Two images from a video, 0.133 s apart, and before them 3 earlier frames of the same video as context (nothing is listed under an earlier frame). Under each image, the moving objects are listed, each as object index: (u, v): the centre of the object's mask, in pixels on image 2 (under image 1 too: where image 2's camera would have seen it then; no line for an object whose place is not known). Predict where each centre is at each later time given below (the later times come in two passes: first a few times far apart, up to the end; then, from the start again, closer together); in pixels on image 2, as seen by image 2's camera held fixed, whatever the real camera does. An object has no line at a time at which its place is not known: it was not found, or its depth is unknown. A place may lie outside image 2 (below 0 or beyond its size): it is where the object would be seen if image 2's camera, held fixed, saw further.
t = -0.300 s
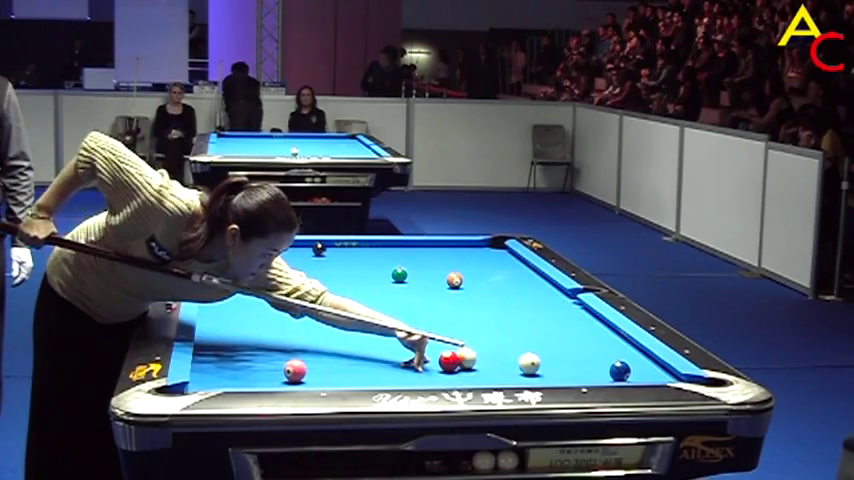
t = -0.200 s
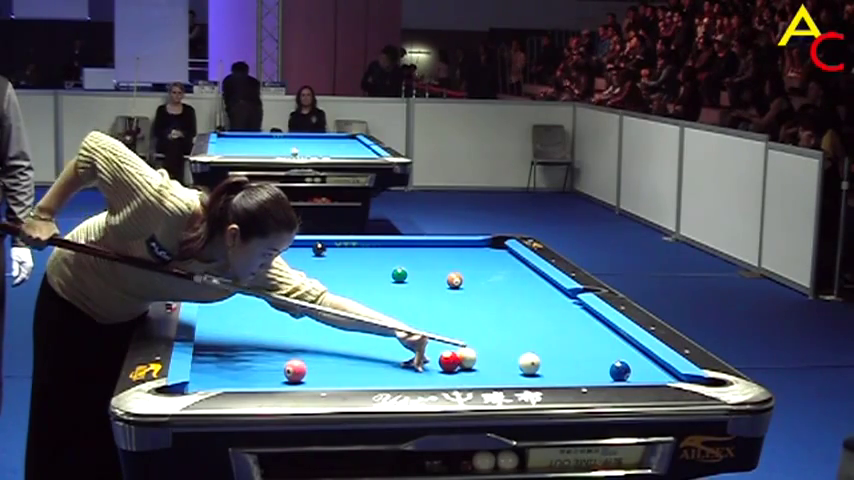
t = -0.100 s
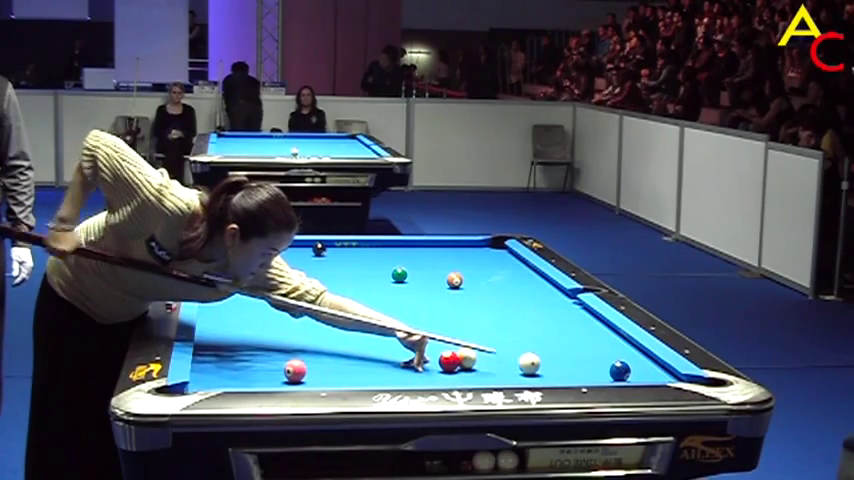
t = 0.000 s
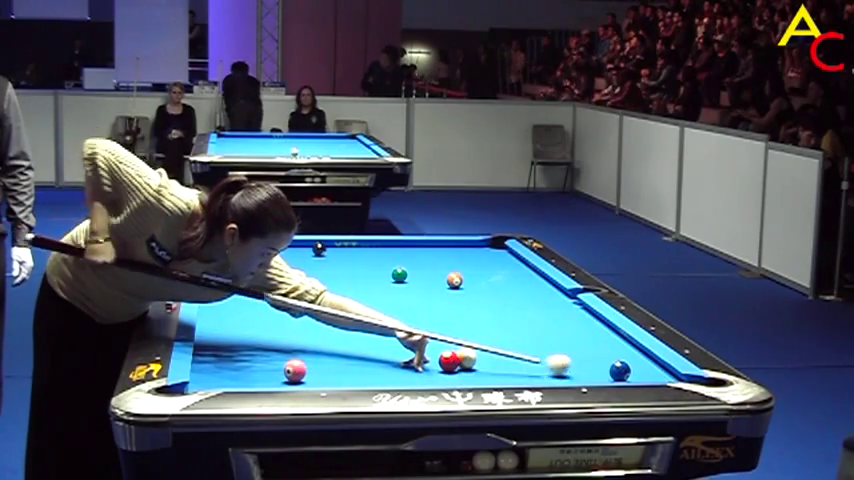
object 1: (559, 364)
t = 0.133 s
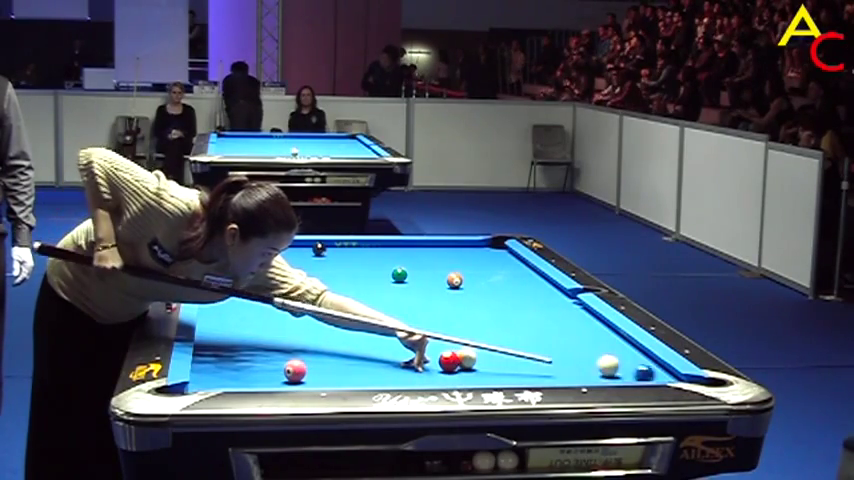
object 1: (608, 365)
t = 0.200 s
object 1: (621, 363)
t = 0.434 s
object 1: (641, 361)
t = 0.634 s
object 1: (618, 362)
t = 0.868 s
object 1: (591, 363)
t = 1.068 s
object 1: (570, 364)
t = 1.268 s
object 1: (549, 365)
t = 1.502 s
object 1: (526, 366)
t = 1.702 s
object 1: (506, 367)
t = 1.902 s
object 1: (488, 368)
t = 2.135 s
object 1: (468, 369)
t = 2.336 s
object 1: (452, 370)
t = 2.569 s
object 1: (434, 370)
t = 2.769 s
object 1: (420, 371)
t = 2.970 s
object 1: (406, 371)
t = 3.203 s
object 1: (392, 372)
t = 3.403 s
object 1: (381, 372)
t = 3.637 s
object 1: (370, 372)
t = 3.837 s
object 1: (362, 373)
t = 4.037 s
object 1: (354, 373)
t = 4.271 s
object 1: (346, 373)
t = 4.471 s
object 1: (341, 374)
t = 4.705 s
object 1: (335, 374)
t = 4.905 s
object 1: (332, 374)
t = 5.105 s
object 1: (330, 374)
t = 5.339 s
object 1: (330, 374)
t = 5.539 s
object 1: (329, 374)
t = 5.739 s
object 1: (330, 374)
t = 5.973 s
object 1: (330, 374)
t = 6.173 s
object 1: (330, 374)
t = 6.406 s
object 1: (330, 374)
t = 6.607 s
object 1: (329, 374)
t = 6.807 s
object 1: (329, 374)
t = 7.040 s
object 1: (329, 374)
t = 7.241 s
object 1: (330, 374)
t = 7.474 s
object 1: (329, 374)
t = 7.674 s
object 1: (329, 374)
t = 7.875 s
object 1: (329, 374)
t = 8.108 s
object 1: (330, 374)
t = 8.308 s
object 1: (330, 374)
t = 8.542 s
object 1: (329, 374)
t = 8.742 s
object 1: (330, 374)
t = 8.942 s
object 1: (330, 374)
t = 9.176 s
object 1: (329, 374)
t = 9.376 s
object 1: (330, 374)
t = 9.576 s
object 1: (329, 374)
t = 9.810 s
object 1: (330, 374)
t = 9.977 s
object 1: (330, 374)
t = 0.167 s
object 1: (614, 364)
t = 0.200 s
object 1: (621, 363)
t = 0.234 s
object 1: (628, 363)
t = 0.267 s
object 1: (635, 362)
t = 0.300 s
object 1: (642, 362)
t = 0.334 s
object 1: (649, 361)
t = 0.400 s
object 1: (645, 361)
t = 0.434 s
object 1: (641, 361)
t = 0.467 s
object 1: (637, 361)
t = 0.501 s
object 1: (633, 361)
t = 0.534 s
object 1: (630, 361)
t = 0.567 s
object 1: (625, 362)
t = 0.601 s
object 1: (622, 362)
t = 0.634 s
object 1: (618, 362)
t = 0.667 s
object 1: (614, 362)
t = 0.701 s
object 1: (610, 362)
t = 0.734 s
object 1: (606, 363)
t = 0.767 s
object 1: (603, 363)
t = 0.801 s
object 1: (599, 363)
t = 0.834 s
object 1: (595, 363)
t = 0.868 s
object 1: (591, 363)
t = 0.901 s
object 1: (588, 363)
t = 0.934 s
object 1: (584, 364)
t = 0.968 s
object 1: (581, 364)
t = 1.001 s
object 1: (577, 364)
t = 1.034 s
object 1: (573, 364)
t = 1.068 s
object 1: (570, 364)
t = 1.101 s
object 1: (566, 364)
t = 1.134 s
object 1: (562, 365)
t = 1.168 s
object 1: (559, 365)
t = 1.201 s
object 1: (555, 365)
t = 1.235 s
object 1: (552, 365)
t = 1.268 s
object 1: (549, 365)
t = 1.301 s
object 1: (545, 365)
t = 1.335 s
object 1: (542, 365)
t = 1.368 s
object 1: (539, 366)
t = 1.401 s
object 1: (535, 366)
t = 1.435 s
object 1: (532, 366)
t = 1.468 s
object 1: (529, 366)
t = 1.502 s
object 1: (526, 366)
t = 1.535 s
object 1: (522, 366)
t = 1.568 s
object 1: (519, 366)
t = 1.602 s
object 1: (516, 367)
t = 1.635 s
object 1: (513, 367)
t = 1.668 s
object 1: (509, 367)
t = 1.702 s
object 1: (506, 367)
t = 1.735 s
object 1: (503, 367)
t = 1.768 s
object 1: (500, 367)
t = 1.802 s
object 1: (497, 367)
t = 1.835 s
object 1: (494, 368)
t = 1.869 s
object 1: (491, 368)
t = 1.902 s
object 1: (488, 368)
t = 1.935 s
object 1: (485, 368)
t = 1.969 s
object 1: (482, 368)
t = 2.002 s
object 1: (479, 368)
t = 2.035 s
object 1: (476, 368)
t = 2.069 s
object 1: (473, 369)
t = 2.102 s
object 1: (471, 369)
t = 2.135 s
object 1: (468, 369)
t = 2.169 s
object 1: (465, 369)
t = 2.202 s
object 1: (462, 369)
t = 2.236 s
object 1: (459, 369)
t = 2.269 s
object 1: (457, 369)
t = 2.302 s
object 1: (454, 369)
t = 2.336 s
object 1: (452, 370)
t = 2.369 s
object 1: (449, 370)
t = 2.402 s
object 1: (447, 370)
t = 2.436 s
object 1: (444, 370)
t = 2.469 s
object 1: (441, 370)
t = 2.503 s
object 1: (439, 370)
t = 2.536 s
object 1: (436, 370)
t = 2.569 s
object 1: (434, 370)
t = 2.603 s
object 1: (431, 370)
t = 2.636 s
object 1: (429, 370)
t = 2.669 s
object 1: (427, 371)
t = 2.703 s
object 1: (425, 371)
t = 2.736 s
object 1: (422, 371)
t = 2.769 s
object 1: (420, 371)
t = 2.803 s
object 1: (417, 371)
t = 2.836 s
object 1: (415, 371)
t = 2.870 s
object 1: (413, 371)
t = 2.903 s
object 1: (411, 371)
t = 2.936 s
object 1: (409, 371)
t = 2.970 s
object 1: (406, 371)
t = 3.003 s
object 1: (404, 371)
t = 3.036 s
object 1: (402, 372)
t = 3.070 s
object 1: (400, 372)
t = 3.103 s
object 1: (398, 372)
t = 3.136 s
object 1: (396, 372)
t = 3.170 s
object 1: (394, 372)
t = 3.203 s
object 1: (392, 372)
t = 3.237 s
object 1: (390, 372)
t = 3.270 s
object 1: (389, 372)
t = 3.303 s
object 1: (387, 372)
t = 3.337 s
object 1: (385, 372)
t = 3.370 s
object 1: (383, 372)
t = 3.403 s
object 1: (381, 372)
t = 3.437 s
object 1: (380, 372)
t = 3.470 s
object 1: (378, 372)
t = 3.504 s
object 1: (377, 372)
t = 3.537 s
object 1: (375, 372)
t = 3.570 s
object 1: (373, 372)
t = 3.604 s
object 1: (372, 372)
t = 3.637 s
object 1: (370, 372)
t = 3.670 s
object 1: (369, 373)
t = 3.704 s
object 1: (367, 373)
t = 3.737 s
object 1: (366, 373)
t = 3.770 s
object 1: (364, 373)
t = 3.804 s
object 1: (363, 373)
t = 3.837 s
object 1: (362, 373)
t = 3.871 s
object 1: (360, 373)
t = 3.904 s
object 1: (359, 373)
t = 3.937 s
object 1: (358, 373)
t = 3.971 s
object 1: (356, 373)
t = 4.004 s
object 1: (355, 373)
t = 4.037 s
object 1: (354, 373)
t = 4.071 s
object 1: (353, 373)
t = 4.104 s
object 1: (351, 373)
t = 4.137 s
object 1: (350, 373)
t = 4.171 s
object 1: (349, 373)
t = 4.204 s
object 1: (348, 373)
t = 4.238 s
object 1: (347, 373)
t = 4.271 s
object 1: (346, 373)
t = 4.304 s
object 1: (345, 374)
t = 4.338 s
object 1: (344, 374)
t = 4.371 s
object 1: (343, 374)
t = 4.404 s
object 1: (343, 374)
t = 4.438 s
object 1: (341, 374)
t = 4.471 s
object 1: (341, 374)
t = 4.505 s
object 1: (340, 374)
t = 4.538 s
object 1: (339, 374)
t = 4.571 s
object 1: (338, 374)
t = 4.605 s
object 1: (338, 374)
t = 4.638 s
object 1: (337, 374)
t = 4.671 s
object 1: (336, 374)
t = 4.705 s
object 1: (335, 374)
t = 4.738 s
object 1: (335, 374)
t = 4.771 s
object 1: (334, 374)
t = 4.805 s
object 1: (333, 374)
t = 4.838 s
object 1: (333, 374)
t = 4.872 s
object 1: (333, 374)
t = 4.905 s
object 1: (332, 374)
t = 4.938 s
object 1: (332, 374)
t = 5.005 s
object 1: (331, 374)
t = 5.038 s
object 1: (331, 374)
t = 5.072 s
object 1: (330, 374)
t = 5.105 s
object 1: (330, 374)
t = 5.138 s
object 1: (330, 374)
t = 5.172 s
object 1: (330, 374)
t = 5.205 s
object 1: (330, 374)
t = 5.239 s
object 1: (330, 374)
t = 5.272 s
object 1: (330, 374)
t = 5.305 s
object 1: (330, 374)
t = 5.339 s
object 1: (330, 374)
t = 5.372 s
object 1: (330, 374)
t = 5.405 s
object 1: (330, 374)
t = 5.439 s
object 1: (329, 374)
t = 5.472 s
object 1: (329, 374)
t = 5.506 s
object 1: (329, 374)
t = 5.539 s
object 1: (329, 374)
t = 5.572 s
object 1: (329, 374)
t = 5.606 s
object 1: (330, 374)
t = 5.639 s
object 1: (329, 374)
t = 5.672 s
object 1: (330, 374)
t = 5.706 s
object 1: (330, 374)
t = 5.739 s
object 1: (330, 374)
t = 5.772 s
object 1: (330, 374)
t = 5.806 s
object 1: (330, 374)
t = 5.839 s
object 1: (330, 374)
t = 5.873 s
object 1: (330, 374)
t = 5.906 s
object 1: (329, 374)
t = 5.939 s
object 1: (330, 374)
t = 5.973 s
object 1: (330, 374)
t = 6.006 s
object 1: (330, 374)
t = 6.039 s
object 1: (330, 374)
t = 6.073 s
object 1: (330, 374)
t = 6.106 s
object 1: (330, 374)
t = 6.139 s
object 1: (330, 374)
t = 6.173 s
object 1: (330, 374)
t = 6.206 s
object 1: (330, 374)
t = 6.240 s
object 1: (329, 374)
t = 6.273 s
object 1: (330, 374)
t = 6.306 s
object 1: (330, 374)
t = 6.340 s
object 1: (330, 374)
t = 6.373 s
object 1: (329, 374)
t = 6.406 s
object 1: (330, 374)
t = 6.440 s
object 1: (330, 374)
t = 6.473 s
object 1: (330, 374)
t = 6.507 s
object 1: (330, 374)
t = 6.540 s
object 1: (330, 374)
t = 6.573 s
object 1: (330, 374)
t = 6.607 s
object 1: (329, 374)
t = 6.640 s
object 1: (330, 374)
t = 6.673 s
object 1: (329, 374)
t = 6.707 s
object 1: (330, 374)
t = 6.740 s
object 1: (329, 374)
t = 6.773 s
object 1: (330, 374)
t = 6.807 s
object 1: (329, 374)
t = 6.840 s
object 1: (330, 374)
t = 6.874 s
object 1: (330, 374)
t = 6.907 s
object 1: (329, 374)
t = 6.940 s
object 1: (330, 374)
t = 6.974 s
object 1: (330, 374)
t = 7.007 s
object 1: (330, 374)
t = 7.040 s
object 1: (329, 374)
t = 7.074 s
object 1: (330, 374)
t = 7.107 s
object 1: (330, 374)
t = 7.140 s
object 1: (329, 374)
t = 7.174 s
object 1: (329, 374)
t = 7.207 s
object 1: (329, 374)
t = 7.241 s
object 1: (330, 374)
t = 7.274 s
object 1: (329, 374)
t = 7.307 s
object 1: (330, 374)
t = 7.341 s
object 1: (330, 374)
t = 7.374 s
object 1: (329, 374)
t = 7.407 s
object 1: (330, 374)
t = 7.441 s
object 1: (329, 374)
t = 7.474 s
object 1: (329, 374)
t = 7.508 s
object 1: (329, 374)
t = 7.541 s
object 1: (330, 374)
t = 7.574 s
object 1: (330, 374)
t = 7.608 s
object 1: (329, 374)
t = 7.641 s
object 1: (329, 374)
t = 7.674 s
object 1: (329, 374)
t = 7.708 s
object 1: (329, 374)
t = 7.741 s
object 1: (329, 374)
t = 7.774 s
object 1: (329, 374)
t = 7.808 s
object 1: (329, 374)
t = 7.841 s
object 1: (329, 374)
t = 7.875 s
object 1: (329, 374)
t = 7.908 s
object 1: (329, 374)
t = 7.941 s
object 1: (330, 374)
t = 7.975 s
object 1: (329, 374)
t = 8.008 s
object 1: (329, 374)
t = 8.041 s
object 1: (329, 374)
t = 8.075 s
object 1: (329, 374)
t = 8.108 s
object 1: (330, 374)
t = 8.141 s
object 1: (329, 374)
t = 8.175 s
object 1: (329, 374)
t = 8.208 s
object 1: (329, 374)
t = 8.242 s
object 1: (330, 374)
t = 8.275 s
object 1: (329, 374)
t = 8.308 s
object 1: (330, 374)
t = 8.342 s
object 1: (329, 374)
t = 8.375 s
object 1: (329, 374)
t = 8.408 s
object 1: (329, 374)
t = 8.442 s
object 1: (330, 374)
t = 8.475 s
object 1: (329, 374)
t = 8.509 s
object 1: (330, 374)
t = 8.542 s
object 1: (329, 374)
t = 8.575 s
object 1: (330, 374)
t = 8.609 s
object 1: (329, 374)
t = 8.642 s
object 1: (330, 374)
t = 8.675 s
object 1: (330, 374)
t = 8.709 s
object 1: (329, 374)
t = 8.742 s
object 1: (330, 374)
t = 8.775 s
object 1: (330, 374)
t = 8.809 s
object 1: (330, 374)
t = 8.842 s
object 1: (330, 374)
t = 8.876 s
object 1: (330, 374)
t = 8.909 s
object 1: (330, 374)
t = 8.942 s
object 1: (330, 374)
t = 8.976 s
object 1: (330, 374)
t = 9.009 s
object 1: (330, 374)
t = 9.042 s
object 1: (330, 374)
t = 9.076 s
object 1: (330, 374)
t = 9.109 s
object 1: (330, 374)
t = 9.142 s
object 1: (330, 374)
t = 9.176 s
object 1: (329, 374)
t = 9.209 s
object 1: (329, 374)
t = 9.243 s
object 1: (329, 374)
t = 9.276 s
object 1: (330, 374)
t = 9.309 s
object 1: (330, 374)
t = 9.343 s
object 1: (330, 374)
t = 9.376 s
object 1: (330, 374)
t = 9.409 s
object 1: (330, 374)
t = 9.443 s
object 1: (330, 374)
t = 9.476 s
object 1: (330, 374)
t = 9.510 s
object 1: (329, 374)
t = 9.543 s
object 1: (330, 374)
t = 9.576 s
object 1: (329, 374)
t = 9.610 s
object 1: (329, 374)
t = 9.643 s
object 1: (329, 374)
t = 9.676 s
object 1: (330, 374)
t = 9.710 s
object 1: (330, 374)
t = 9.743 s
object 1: (330, 374)
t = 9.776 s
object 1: (329, 374)
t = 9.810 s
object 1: (330, 374)
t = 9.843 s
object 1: (330, 374)
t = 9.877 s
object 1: (329, 374)
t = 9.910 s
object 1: (329, 374)
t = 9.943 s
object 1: (329, 374)
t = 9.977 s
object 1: (330, 374)
